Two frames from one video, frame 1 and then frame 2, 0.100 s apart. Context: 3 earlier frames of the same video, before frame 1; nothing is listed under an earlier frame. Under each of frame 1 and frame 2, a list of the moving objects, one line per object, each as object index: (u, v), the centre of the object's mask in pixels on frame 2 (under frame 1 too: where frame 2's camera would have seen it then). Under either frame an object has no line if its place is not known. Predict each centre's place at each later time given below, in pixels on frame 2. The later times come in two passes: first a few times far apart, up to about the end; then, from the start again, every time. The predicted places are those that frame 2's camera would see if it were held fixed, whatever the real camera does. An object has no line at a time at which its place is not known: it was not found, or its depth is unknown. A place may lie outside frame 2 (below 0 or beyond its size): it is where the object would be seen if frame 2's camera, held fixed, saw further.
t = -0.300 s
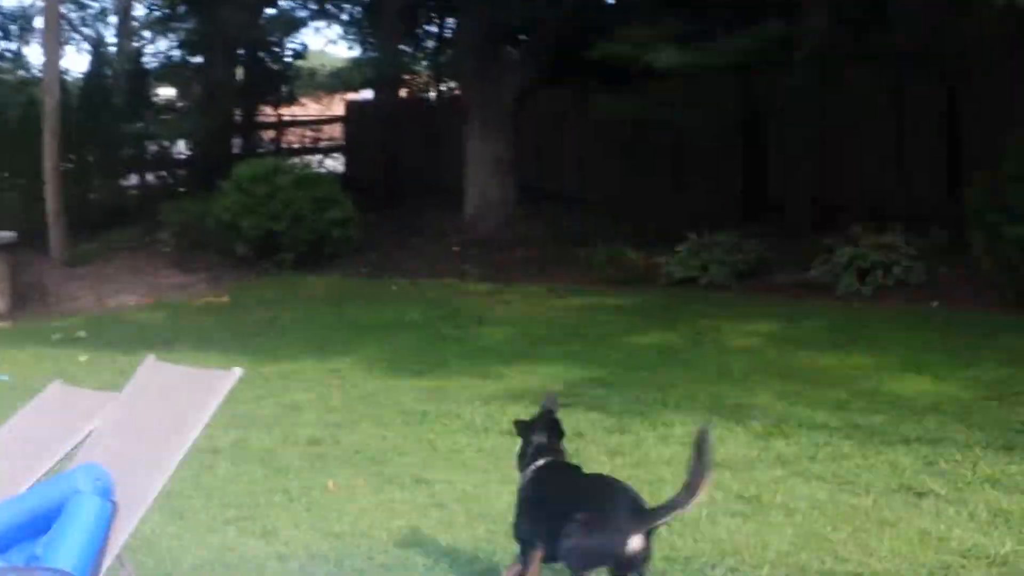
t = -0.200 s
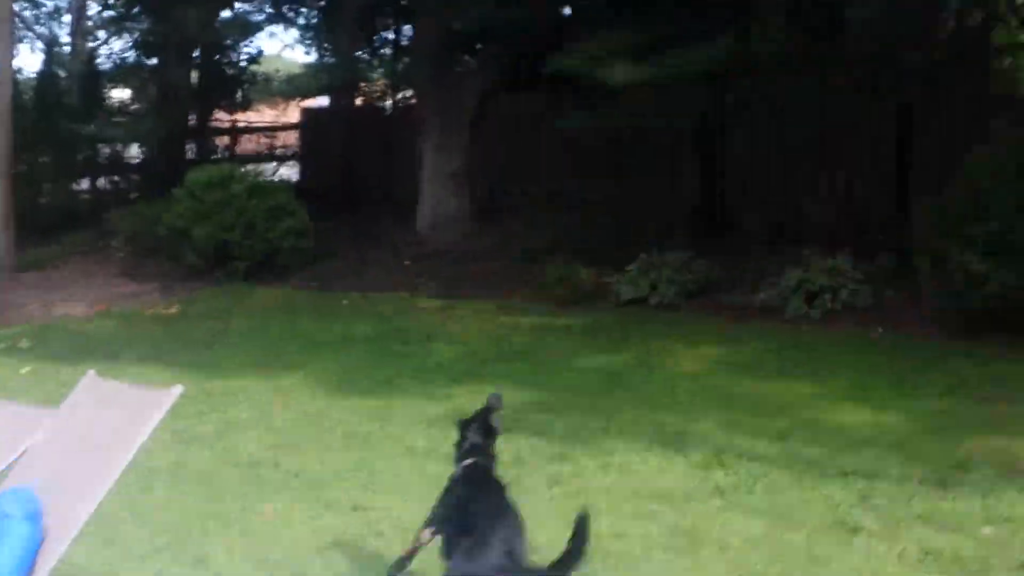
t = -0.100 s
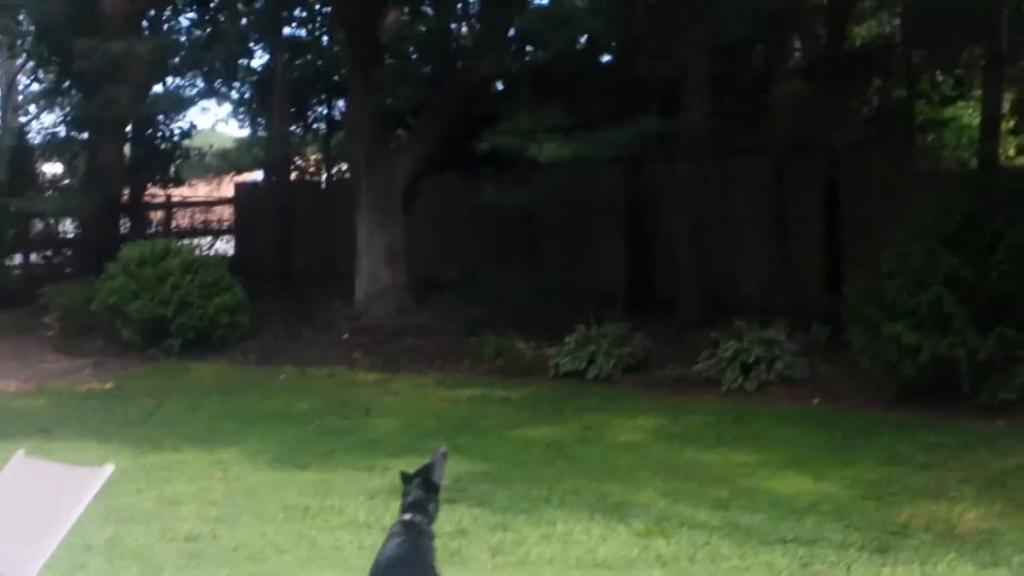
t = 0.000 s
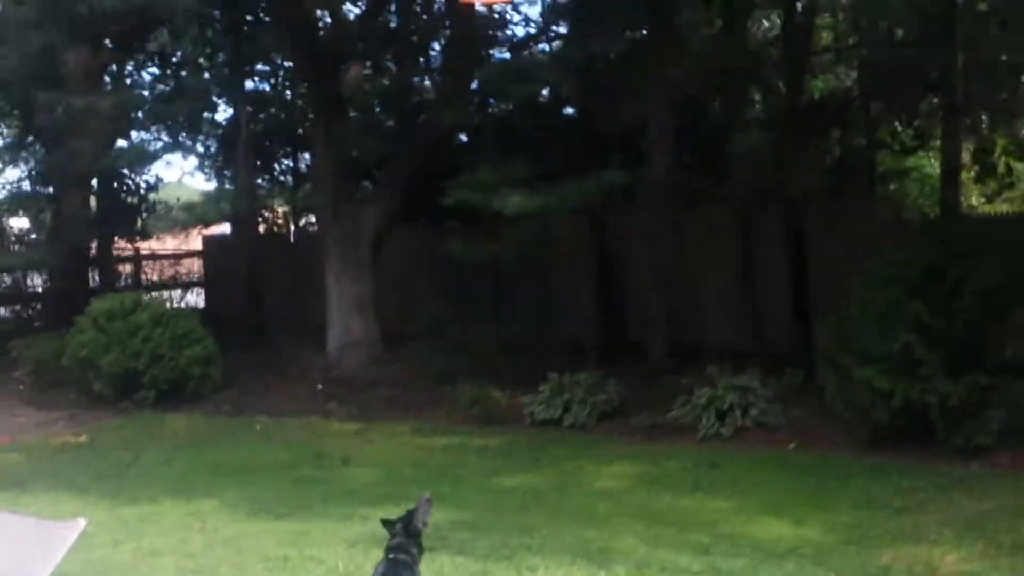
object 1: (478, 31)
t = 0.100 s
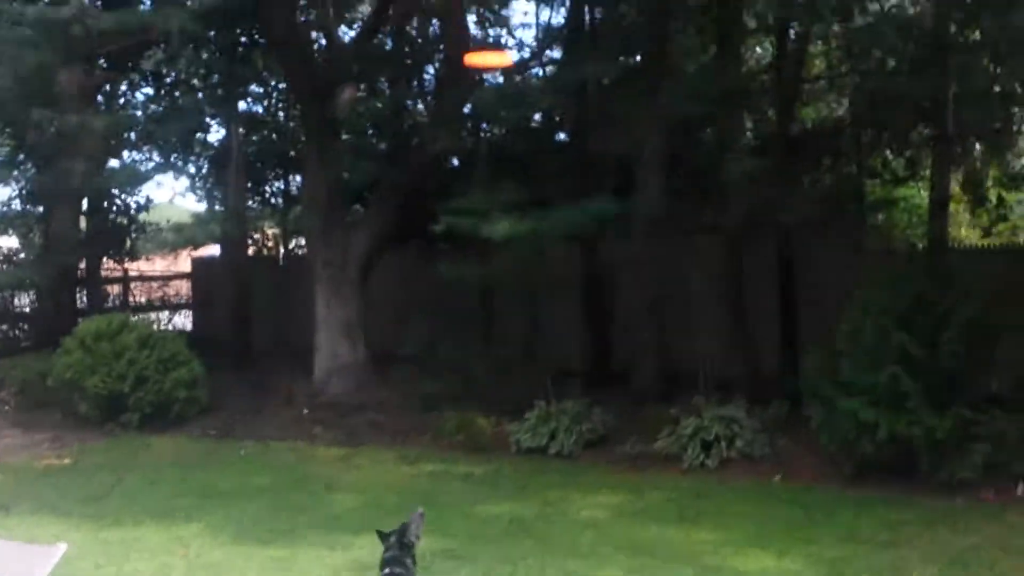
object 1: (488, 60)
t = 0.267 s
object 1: (505, 132)
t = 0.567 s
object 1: (518, 252)
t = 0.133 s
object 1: (492, 73)
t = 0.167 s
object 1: (491, 88)
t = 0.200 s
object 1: (493, 102)
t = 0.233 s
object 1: (500, 116)
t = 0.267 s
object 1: (505, 132)
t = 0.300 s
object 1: (508, 140)
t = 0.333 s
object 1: (507, 157)
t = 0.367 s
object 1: (512, 172)
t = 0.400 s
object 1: (513, 184)
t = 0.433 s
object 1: (514, 196)
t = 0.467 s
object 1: (517, 212)
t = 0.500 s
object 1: (518, 223)
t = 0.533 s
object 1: (519, 238)
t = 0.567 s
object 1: (518, 252)
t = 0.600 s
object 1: (519, 264)
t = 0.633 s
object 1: (520, 276)
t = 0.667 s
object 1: (521, 290)
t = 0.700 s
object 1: (521, 303)
